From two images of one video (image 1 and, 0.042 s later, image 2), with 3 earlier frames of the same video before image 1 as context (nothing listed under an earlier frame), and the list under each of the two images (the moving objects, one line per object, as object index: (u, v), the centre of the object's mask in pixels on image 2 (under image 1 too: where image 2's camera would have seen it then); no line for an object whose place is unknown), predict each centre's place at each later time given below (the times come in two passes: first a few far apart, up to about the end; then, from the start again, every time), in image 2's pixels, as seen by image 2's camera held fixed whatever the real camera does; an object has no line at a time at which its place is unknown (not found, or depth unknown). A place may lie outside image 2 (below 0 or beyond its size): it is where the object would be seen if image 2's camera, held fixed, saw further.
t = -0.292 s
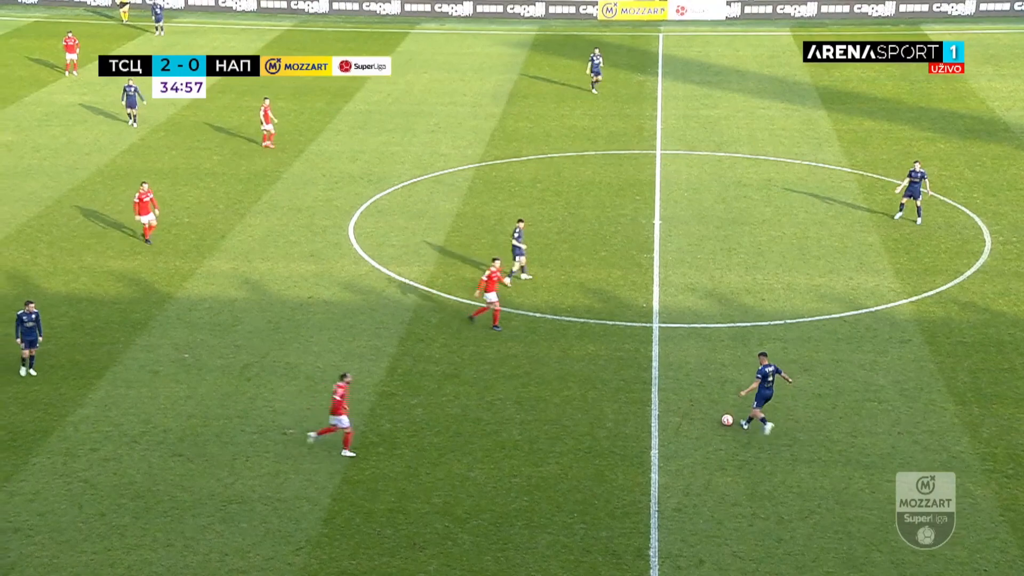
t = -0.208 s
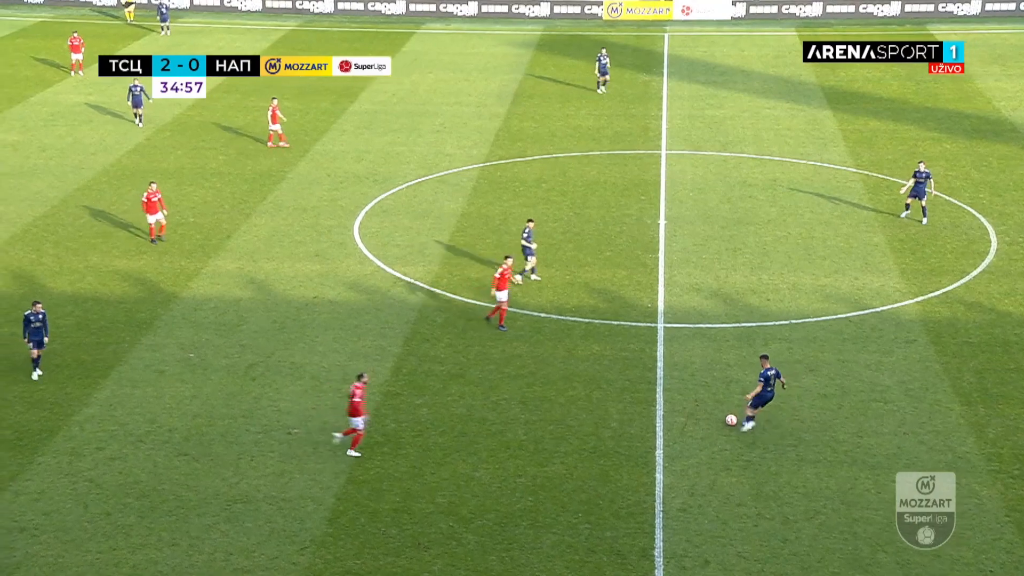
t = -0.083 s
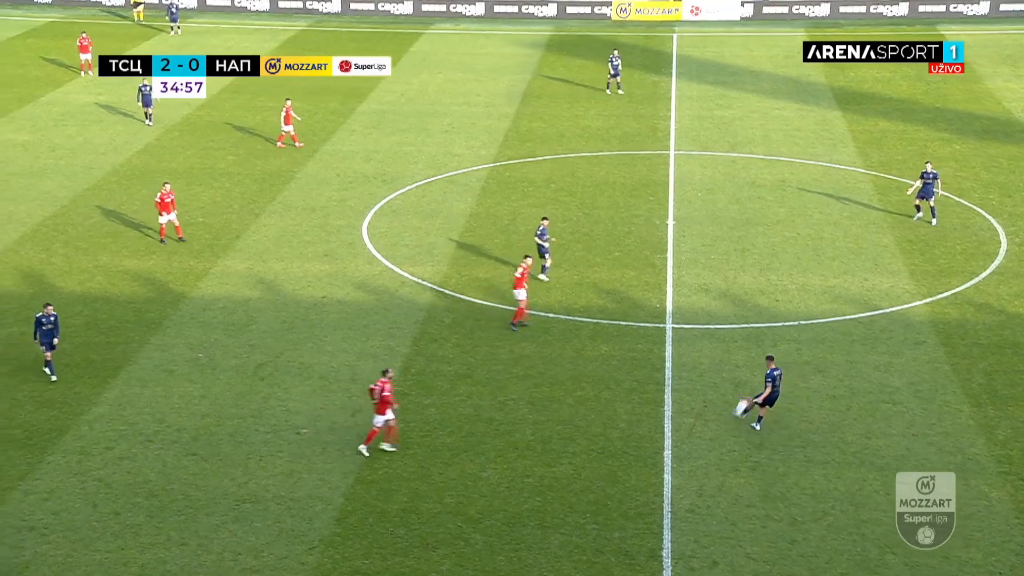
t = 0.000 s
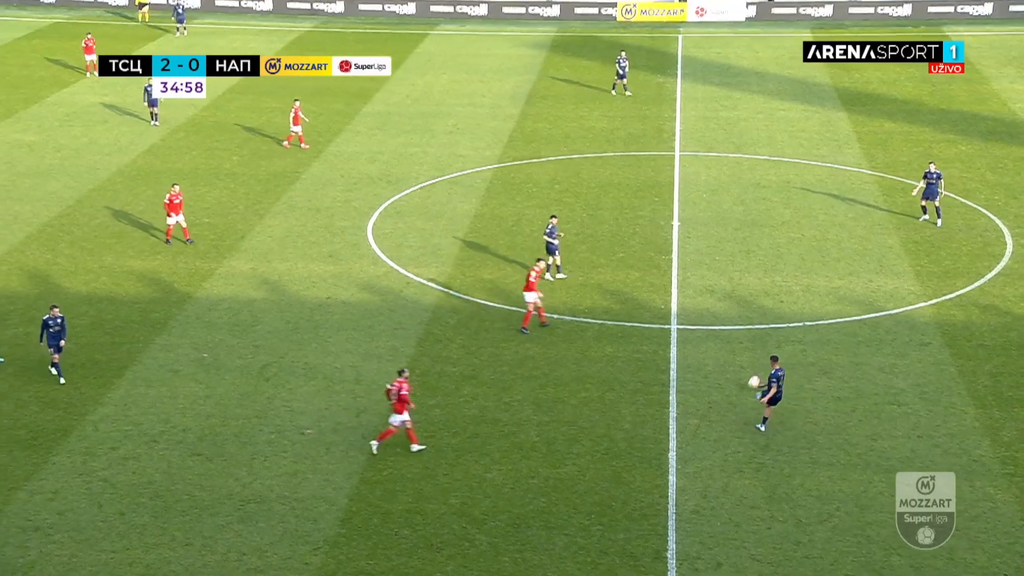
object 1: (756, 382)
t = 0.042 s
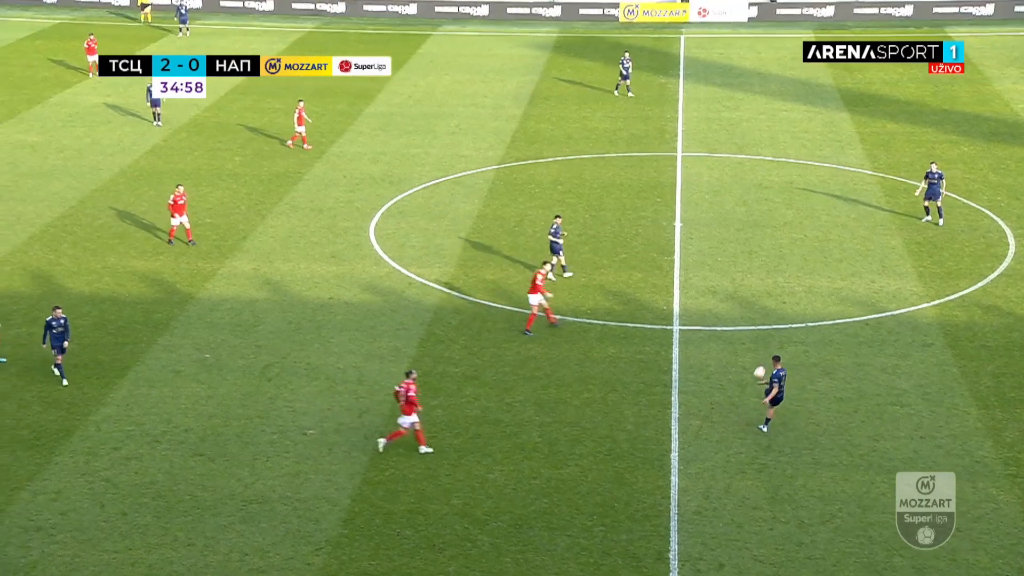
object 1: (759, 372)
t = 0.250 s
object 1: (776, 327)
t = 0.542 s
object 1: (798, 284)
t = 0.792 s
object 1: (811, 259)
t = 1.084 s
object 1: (824, 234)
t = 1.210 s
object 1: (828, 225)
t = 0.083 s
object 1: (763, 363)
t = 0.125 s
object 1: (766, 353)
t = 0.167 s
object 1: (769, 343)
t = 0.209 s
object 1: (773, 335)
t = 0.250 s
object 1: (776, 327)
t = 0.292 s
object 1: (780, 320)
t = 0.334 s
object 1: (783, 313)
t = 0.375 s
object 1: (786, 306)
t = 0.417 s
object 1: (789, 300)
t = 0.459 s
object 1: (792, 294)
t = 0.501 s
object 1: (795, 289)
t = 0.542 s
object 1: (798, 284)
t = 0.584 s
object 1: (801, 279)
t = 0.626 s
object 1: (803, 276)
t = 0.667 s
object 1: (805, 271)
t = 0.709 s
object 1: (808, 266)
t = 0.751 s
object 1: (810, 262)
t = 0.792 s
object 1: (811, 259)
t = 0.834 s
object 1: (813, 256)
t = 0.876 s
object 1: (815, 251)
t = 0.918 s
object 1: (817, 246)
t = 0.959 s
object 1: (819, 242)
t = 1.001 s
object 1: (821, 239)
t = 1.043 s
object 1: (822, 236)
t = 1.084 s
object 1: (824, 234)
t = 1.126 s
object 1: (825, 232)
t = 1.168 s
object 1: (827, 229)
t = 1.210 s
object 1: (828, 225)
